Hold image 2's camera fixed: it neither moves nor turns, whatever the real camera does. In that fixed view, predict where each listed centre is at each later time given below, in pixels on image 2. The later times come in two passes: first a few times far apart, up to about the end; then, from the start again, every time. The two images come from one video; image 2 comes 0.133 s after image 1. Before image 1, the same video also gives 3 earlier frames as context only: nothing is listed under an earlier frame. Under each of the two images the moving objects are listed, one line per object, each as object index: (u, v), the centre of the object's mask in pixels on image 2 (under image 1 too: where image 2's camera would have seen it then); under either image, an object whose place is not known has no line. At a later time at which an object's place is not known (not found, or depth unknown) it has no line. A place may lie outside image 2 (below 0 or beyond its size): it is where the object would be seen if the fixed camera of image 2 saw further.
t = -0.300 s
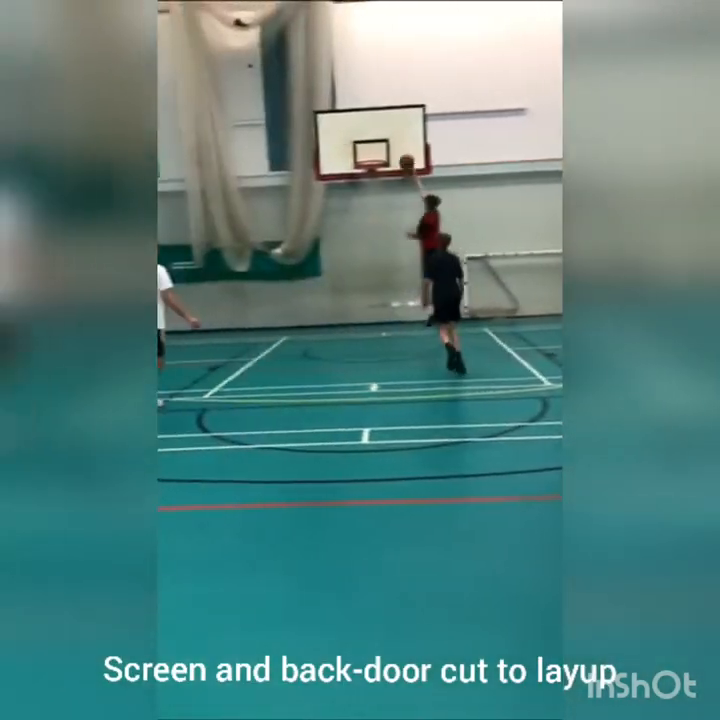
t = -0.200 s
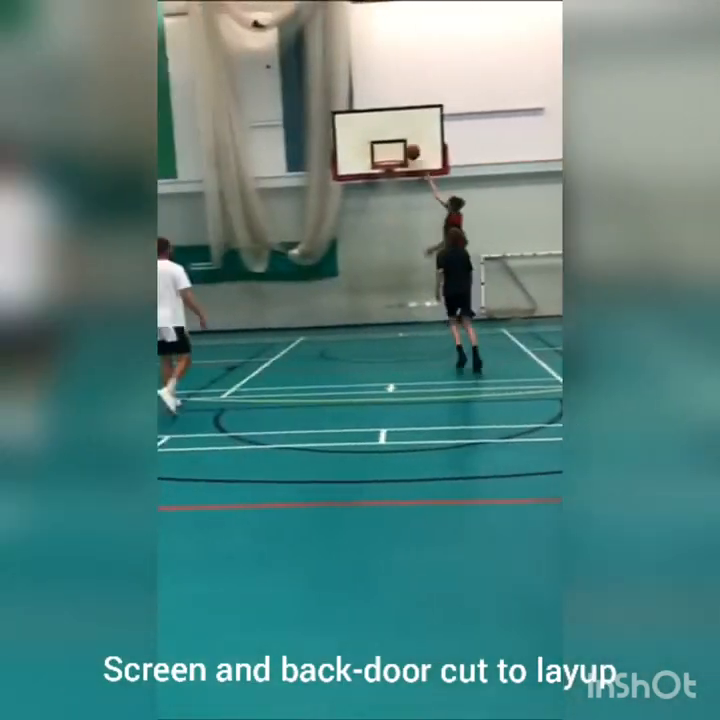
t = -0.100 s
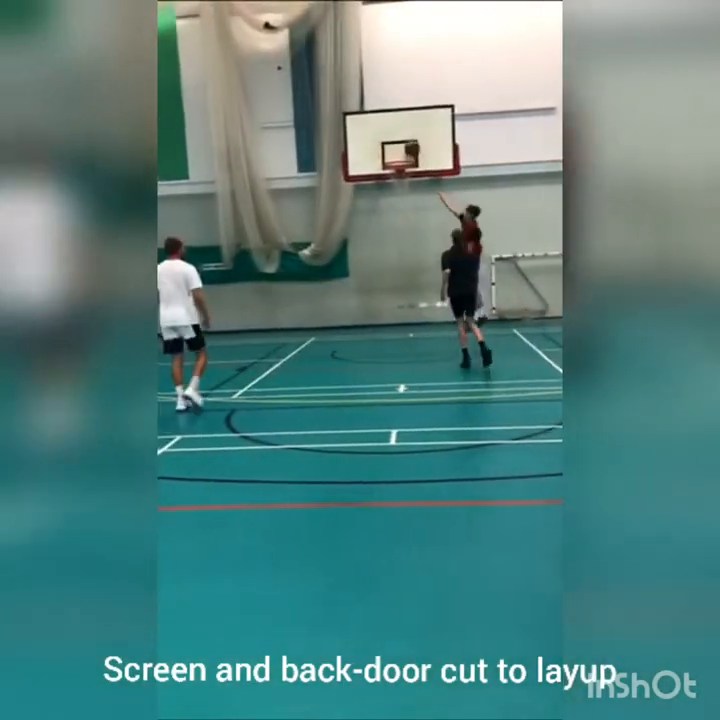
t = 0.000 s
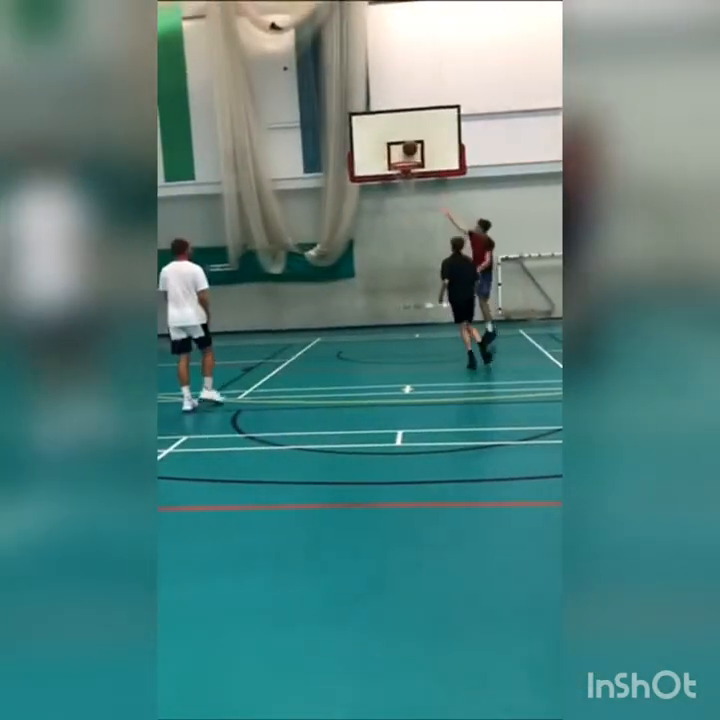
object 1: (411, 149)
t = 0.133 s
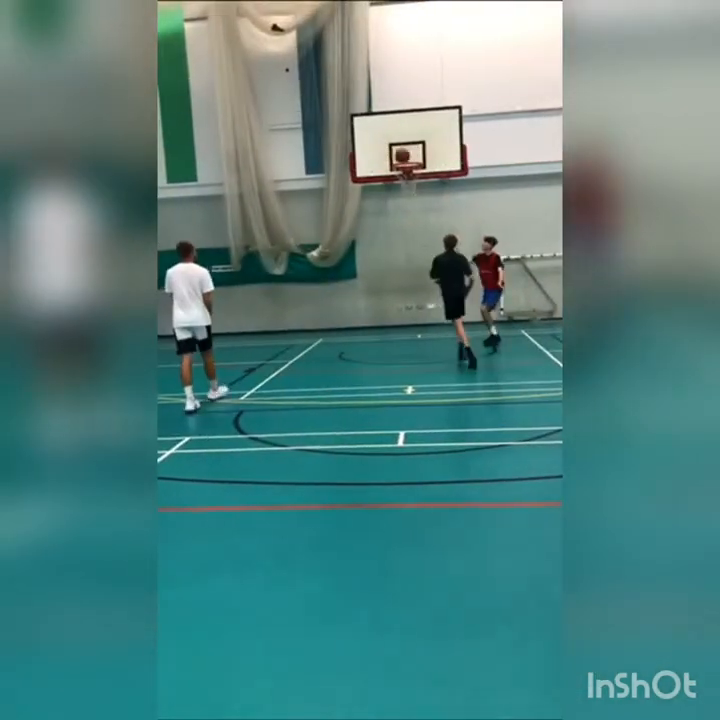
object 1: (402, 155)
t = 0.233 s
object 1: (404, 167)
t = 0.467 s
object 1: (414, 187)
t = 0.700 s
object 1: (417, 220)
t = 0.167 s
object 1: (398, 161)
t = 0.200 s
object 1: (398, 162)
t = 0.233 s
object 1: (404, 167)
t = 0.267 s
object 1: (406, 167)
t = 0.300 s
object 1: (408, 173)
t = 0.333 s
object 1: (409, 174)
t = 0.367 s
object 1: (409, 178)
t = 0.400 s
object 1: (412, 180)
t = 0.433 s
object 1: (414, 183)
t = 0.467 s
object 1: (414, 187)
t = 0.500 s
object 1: (415, 191)
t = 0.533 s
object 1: (416, 193)
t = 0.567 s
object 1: (416, 197)
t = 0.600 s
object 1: (416, 201)
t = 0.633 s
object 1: (416, 207)
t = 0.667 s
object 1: (417, 214)
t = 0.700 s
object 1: (417, 220)
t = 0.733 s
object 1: (418, 228)
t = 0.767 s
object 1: (418, 236)
